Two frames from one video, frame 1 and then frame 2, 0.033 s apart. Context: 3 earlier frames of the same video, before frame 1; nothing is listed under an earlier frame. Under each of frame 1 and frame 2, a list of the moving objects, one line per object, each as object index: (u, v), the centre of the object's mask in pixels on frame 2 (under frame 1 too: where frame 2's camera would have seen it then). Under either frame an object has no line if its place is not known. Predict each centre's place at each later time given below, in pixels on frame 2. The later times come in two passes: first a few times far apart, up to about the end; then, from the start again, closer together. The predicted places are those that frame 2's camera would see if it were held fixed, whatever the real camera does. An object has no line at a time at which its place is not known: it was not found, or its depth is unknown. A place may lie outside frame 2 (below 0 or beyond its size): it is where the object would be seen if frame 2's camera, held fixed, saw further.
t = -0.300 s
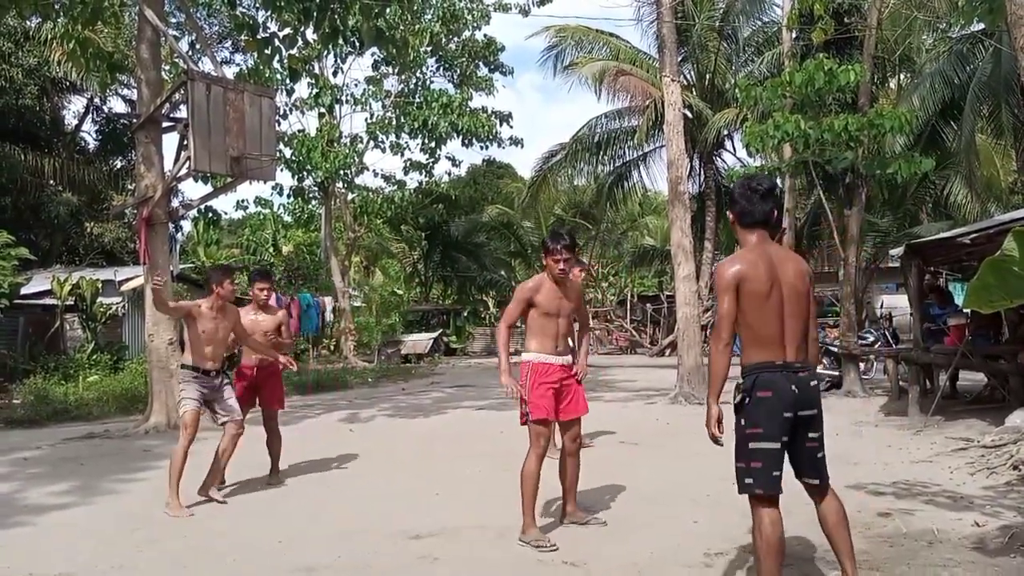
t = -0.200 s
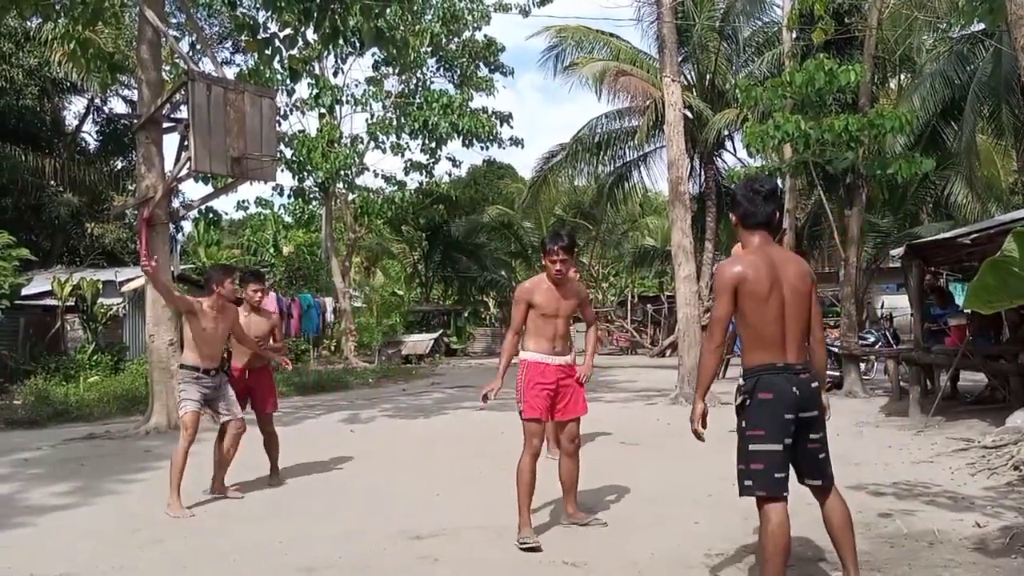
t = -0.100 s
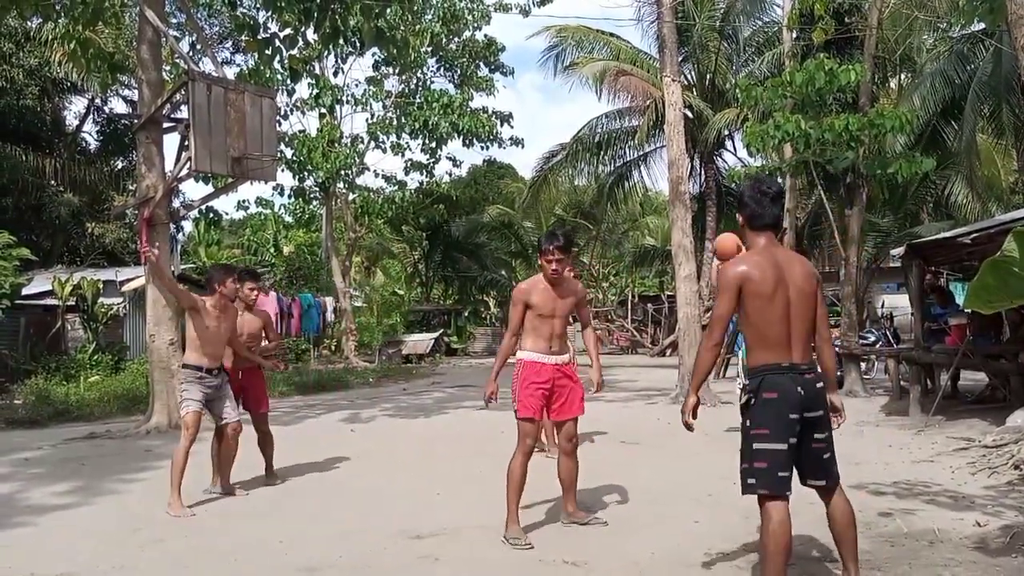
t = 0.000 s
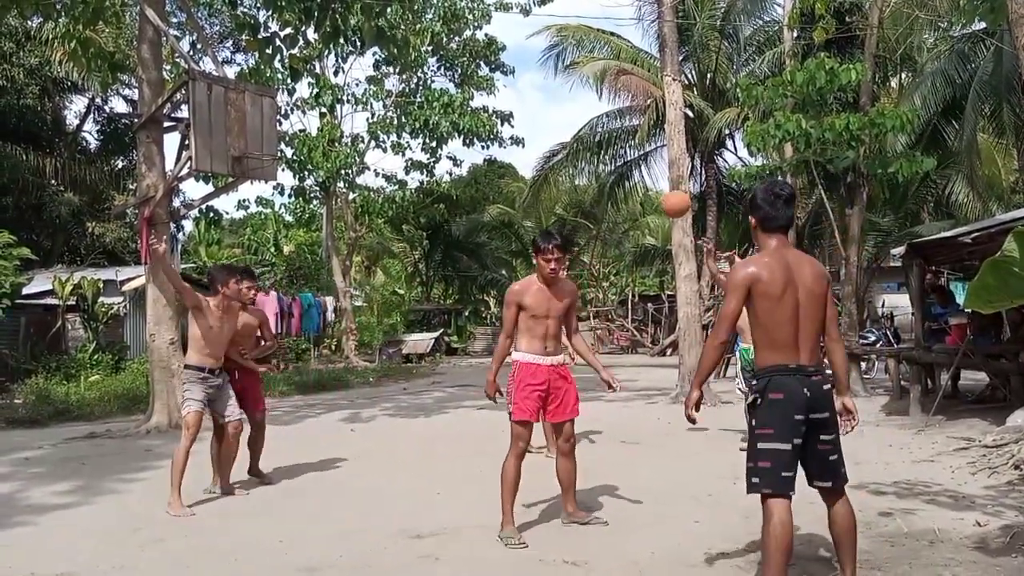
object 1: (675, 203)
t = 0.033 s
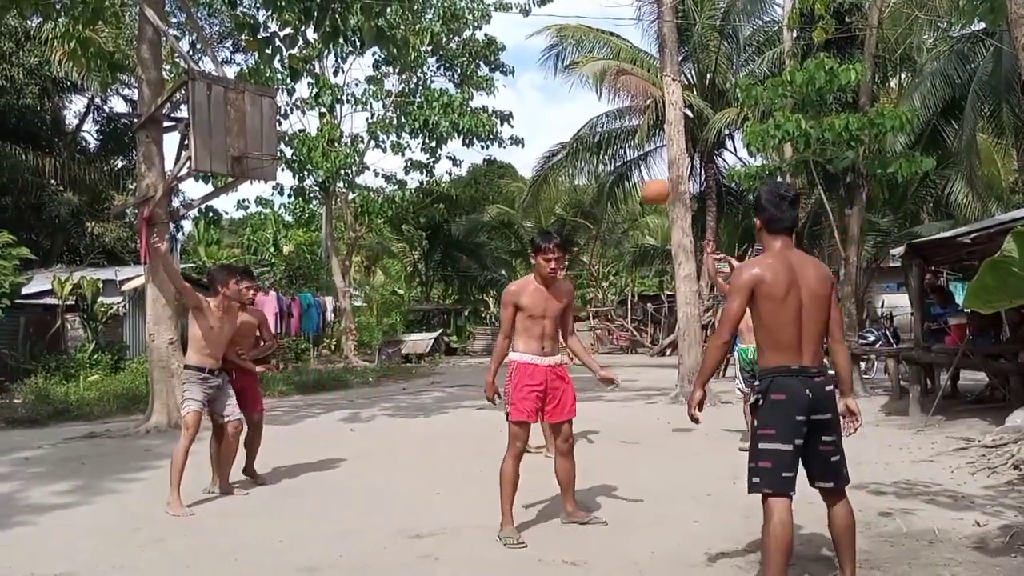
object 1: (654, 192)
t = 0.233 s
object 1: (530, 139)
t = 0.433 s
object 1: (380, 133)
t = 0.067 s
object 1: (636, 179)
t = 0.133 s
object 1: (595, 159)
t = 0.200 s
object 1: (552, 144)
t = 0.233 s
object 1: (530, 139)
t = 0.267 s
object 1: (507, 134)
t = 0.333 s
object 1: (458, 129)
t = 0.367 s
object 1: (433, 129)
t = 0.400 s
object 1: (407, 129)
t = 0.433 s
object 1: (380, 133)
